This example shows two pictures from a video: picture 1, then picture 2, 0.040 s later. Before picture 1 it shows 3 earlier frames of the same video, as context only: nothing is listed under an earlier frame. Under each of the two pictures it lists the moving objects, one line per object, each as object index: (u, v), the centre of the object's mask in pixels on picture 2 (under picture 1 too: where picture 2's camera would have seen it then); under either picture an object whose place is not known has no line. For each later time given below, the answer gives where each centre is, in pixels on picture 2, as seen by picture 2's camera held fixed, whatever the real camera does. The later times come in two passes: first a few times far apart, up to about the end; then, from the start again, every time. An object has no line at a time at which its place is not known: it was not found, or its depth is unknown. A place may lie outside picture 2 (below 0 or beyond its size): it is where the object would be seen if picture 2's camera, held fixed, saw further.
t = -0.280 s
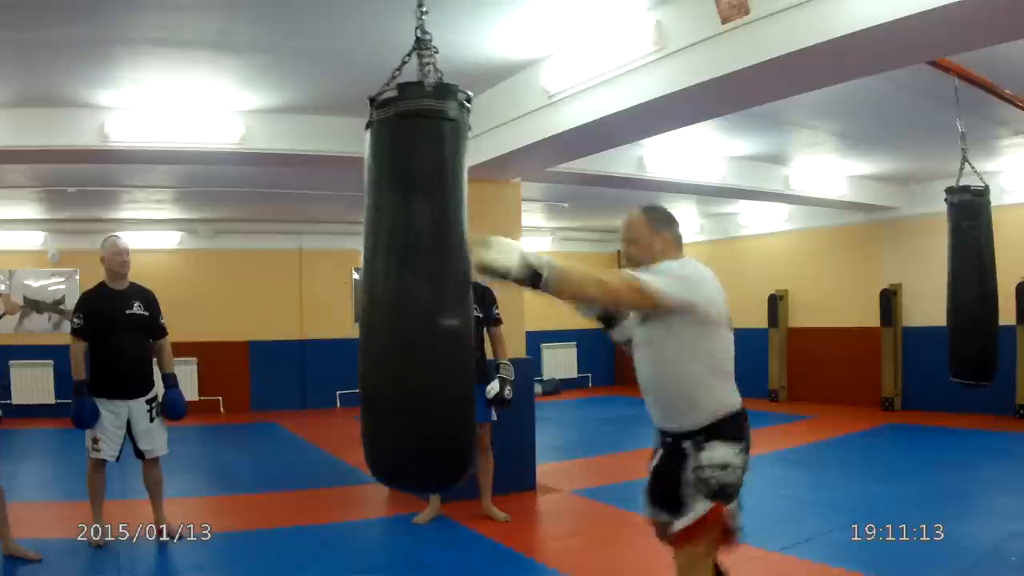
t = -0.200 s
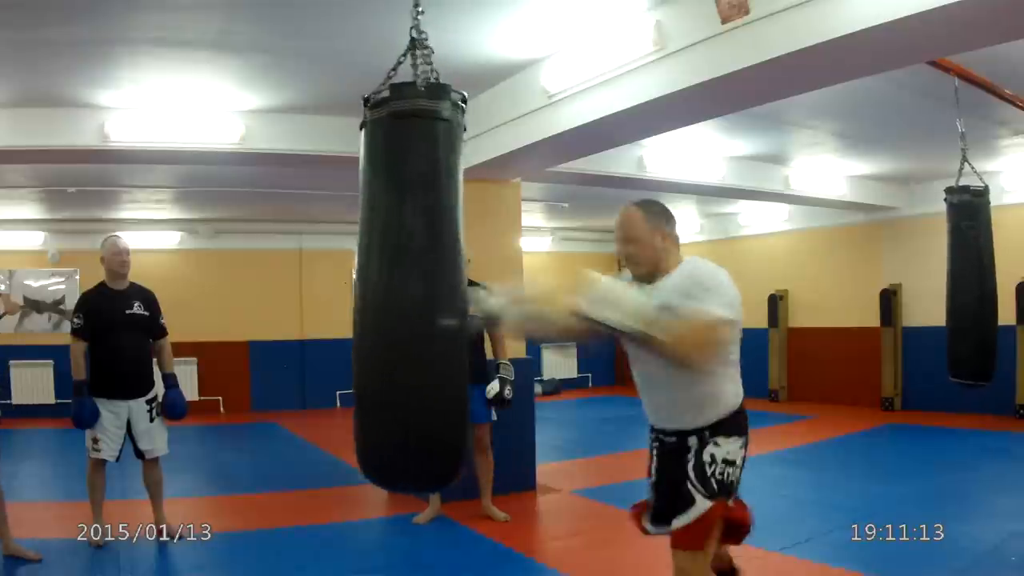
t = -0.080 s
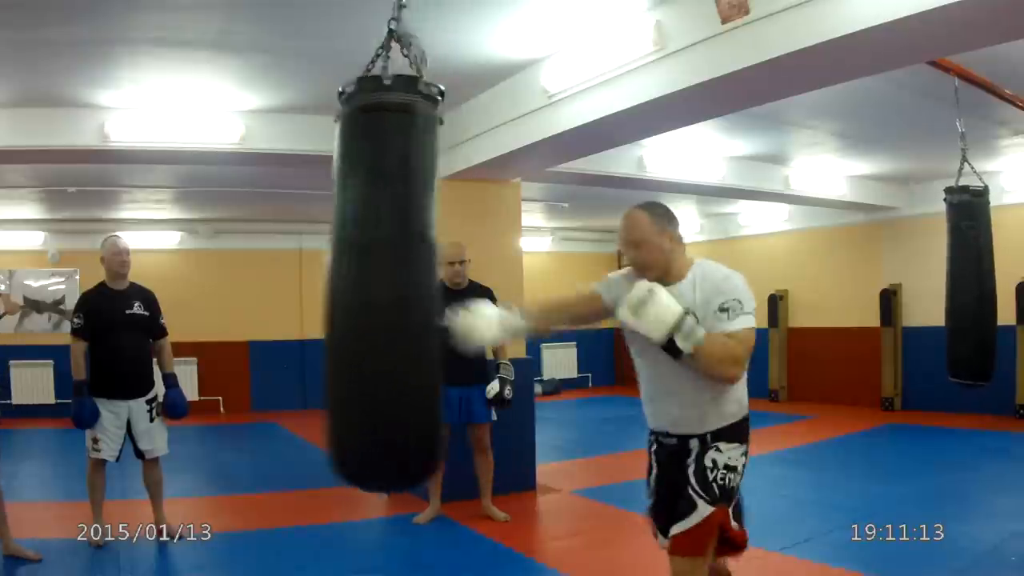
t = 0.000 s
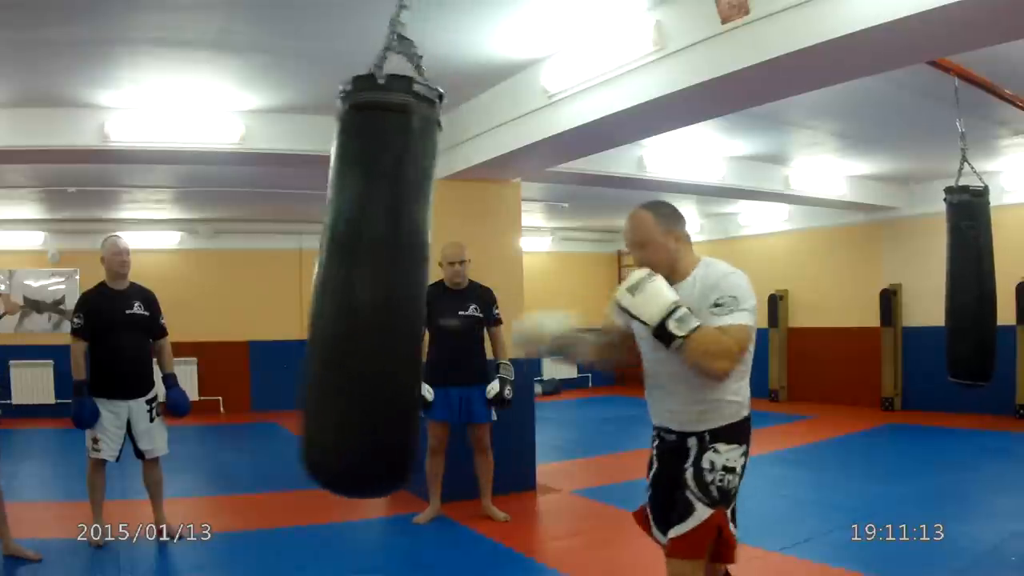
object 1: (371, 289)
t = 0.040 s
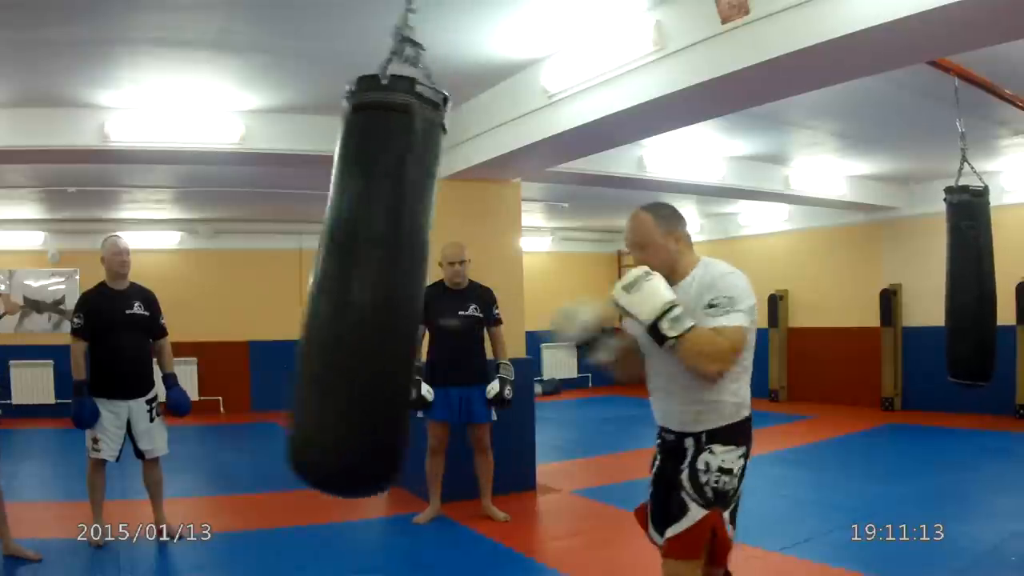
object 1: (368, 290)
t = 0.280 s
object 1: (336, 283)
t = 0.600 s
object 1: (352, 284)
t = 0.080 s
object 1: (364, 289)
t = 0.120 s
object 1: (358, 289)
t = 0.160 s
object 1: (352, 289)
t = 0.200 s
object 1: (345, 289)
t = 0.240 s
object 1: (340, 286)
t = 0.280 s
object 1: (336, 283)
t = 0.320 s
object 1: (335, 283)
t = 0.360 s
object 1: (335, 284)
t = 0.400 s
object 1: (338, 285)
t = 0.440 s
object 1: (341, 285)
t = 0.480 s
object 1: (344, 285)
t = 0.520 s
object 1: (346, 286)
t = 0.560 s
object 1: (348, 285)
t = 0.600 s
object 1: (352, 284)
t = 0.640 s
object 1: (357, 285)
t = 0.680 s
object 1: (364, 287)
